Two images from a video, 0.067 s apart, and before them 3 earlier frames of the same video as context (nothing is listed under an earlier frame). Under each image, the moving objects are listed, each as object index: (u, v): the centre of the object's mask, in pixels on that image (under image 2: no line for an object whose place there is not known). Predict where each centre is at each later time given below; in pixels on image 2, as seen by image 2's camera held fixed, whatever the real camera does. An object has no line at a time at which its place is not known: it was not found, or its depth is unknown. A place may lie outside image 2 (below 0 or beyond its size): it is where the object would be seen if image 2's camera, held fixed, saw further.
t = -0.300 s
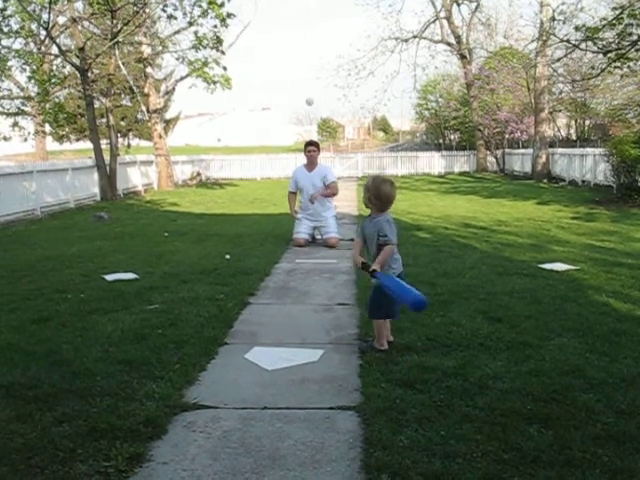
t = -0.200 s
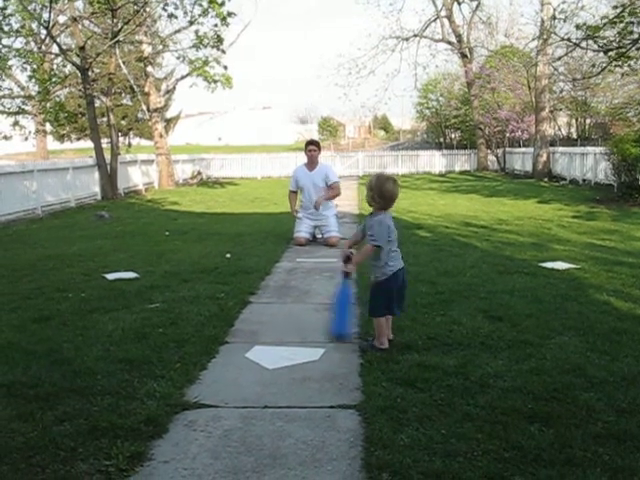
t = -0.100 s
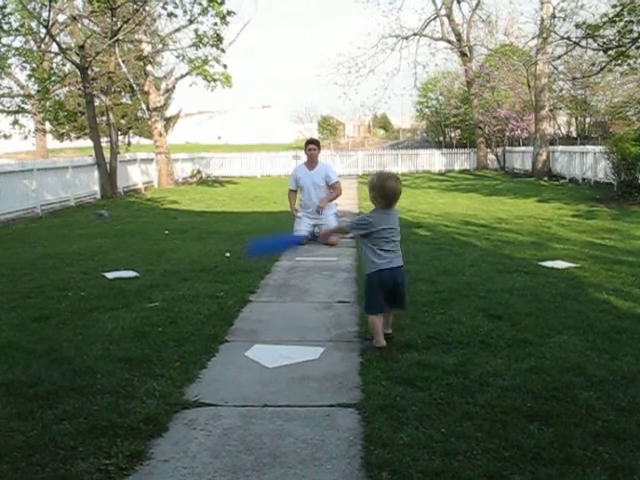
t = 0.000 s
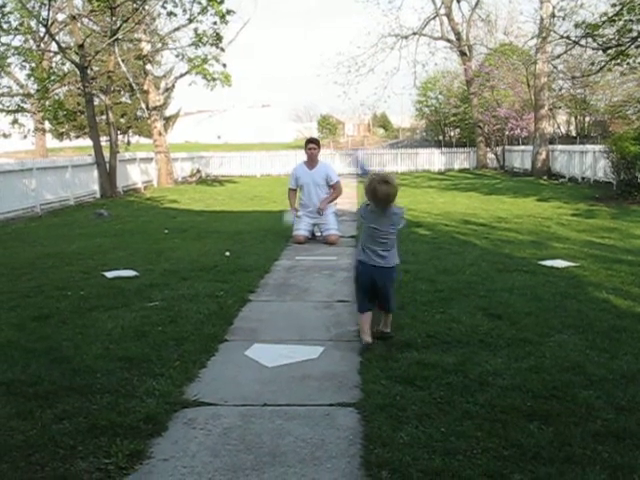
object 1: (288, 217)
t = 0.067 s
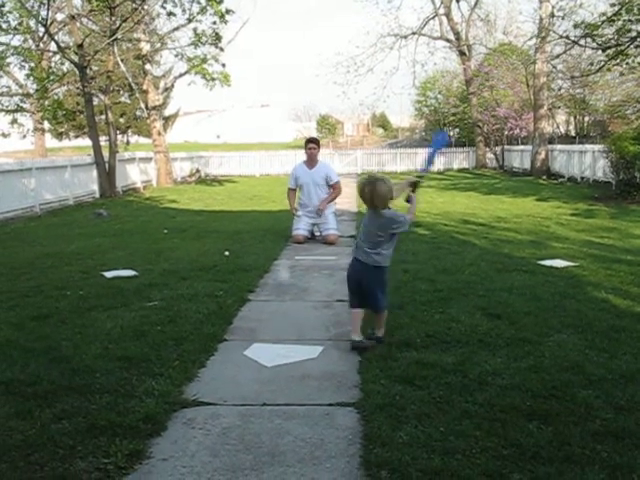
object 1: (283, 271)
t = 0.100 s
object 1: (282, 308)
